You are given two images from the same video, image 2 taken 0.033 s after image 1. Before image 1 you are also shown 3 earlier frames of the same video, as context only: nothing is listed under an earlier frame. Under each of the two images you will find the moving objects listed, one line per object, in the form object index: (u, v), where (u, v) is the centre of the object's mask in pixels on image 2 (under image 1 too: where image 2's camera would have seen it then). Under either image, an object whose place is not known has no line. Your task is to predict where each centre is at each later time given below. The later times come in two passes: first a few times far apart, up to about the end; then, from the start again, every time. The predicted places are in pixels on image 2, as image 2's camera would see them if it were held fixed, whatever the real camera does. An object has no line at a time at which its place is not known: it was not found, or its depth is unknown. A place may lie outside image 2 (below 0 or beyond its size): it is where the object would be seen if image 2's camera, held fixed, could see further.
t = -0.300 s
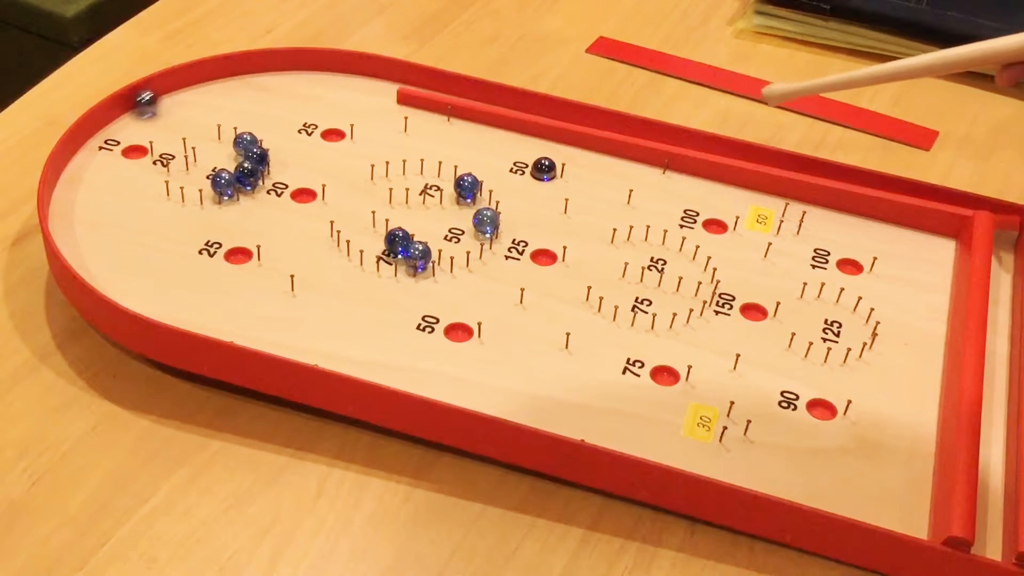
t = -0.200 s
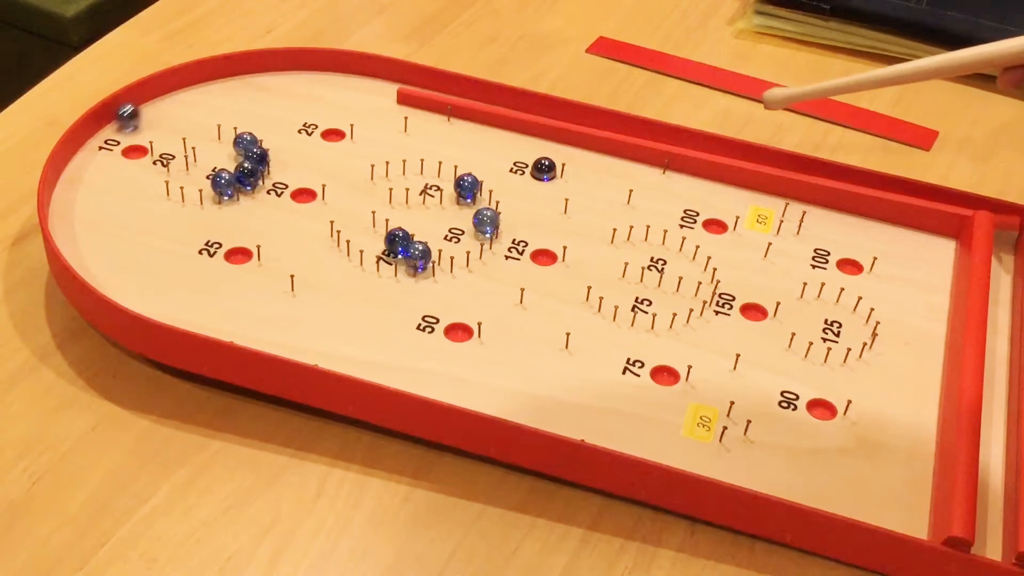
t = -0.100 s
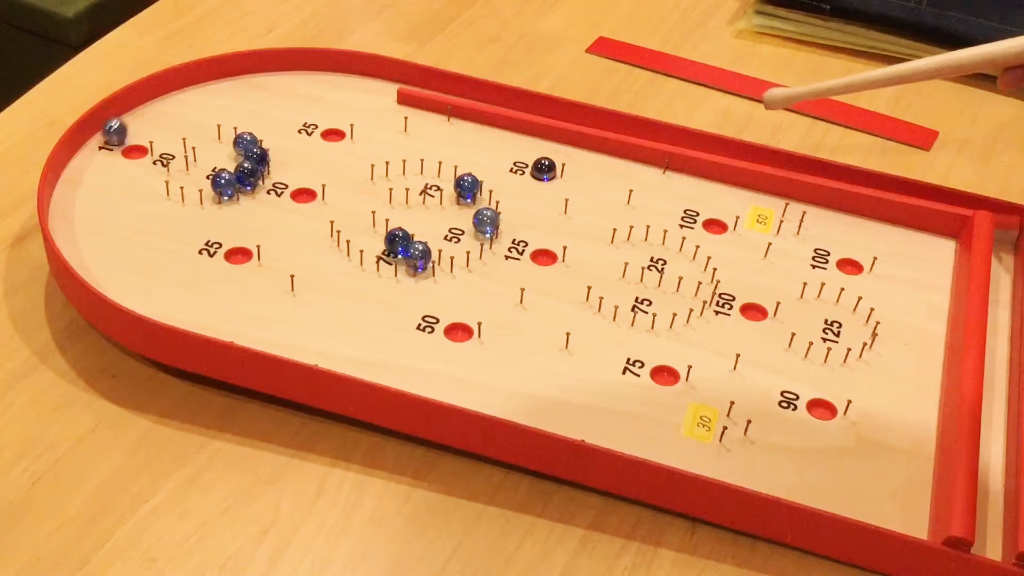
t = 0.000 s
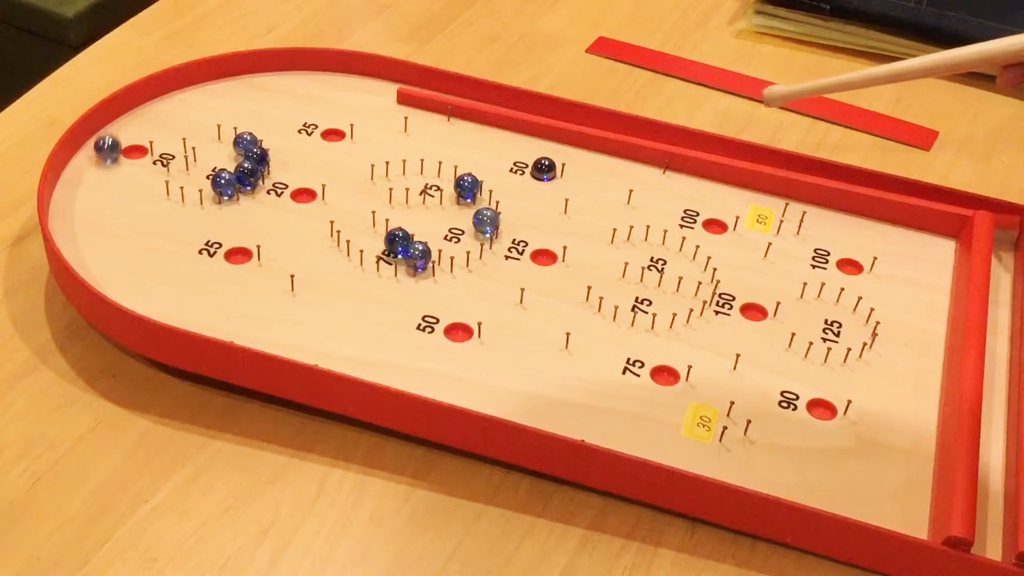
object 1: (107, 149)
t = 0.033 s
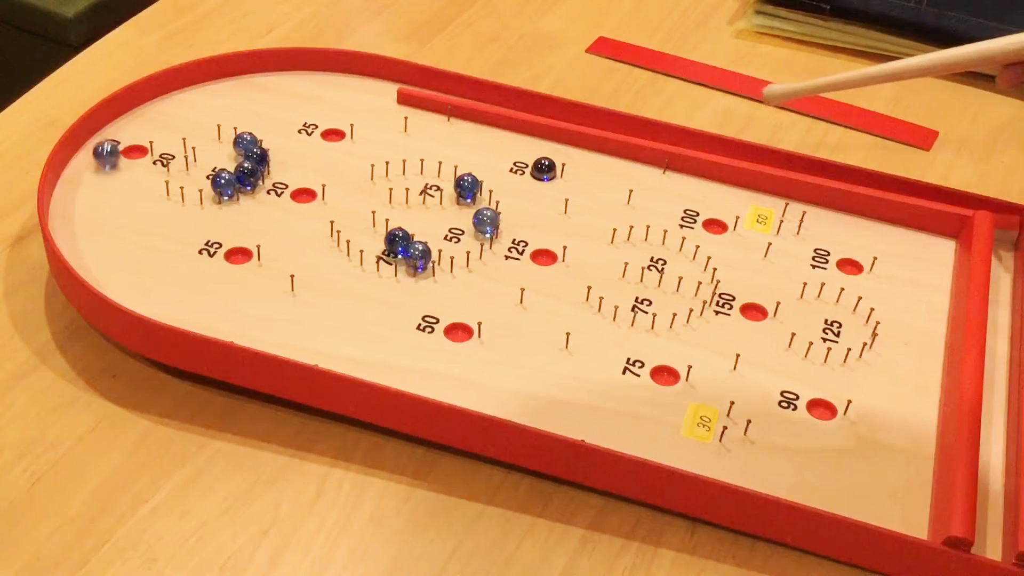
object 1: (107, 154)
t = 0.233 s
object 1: (113, 194)
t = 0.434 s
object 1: (143, 240)
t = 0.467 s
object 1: (149, 249)
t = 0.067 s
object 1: (106, 160)
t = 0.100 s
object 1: (106, 167)
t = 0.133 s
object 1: (107, 174)
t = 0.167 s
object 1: (109, 180)
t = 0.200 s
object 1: (111, 187)
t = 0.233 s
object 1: (113, 194)
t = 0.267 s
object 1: (116, 201)
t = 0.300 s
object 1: (120, 209)
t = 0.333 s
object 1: (125, 217)
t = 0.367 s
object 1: (130, 224)
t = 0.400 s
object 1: (136, 232)
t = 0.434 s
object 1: (143, 240)
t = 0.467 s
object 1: (149, 249)
